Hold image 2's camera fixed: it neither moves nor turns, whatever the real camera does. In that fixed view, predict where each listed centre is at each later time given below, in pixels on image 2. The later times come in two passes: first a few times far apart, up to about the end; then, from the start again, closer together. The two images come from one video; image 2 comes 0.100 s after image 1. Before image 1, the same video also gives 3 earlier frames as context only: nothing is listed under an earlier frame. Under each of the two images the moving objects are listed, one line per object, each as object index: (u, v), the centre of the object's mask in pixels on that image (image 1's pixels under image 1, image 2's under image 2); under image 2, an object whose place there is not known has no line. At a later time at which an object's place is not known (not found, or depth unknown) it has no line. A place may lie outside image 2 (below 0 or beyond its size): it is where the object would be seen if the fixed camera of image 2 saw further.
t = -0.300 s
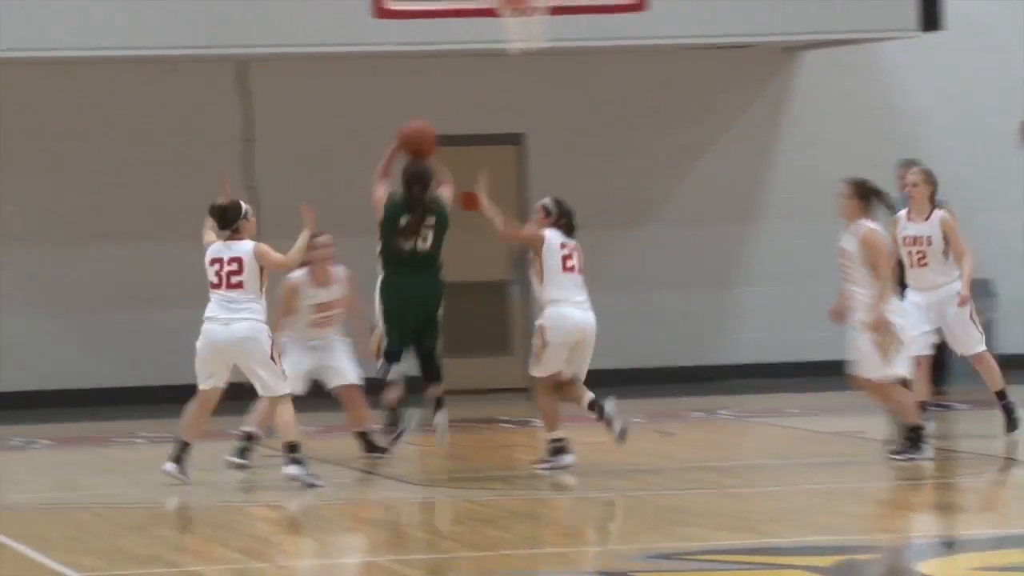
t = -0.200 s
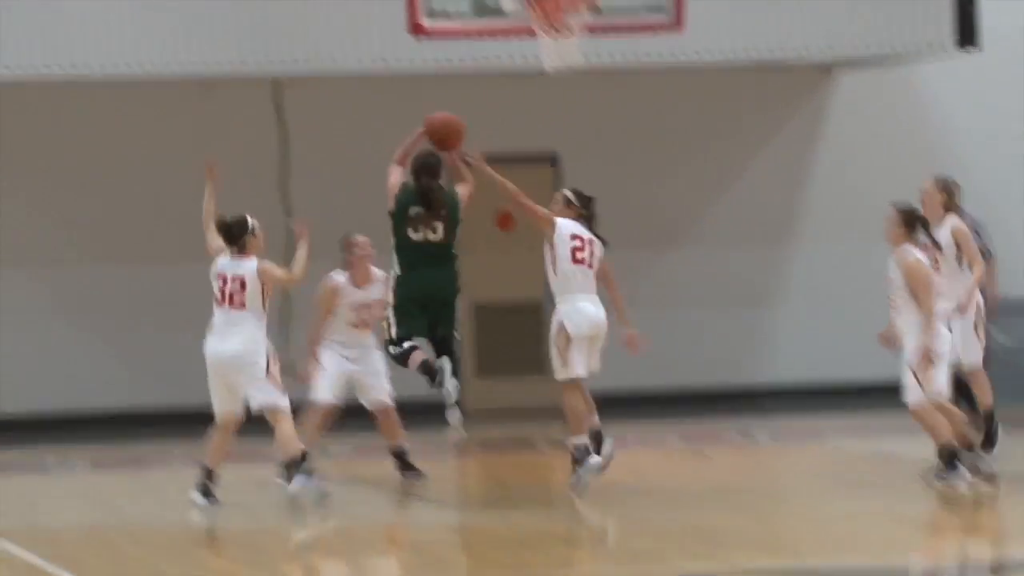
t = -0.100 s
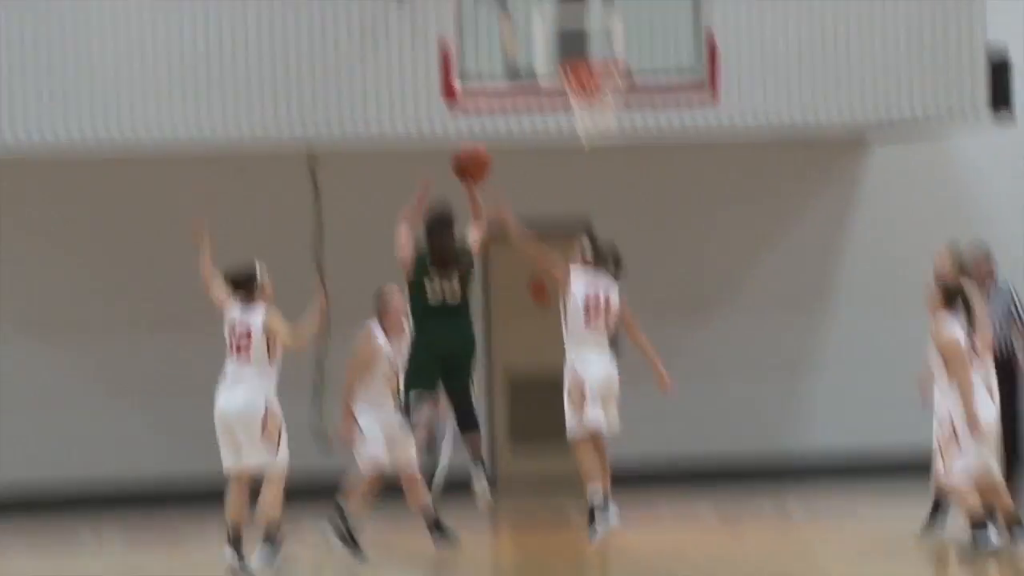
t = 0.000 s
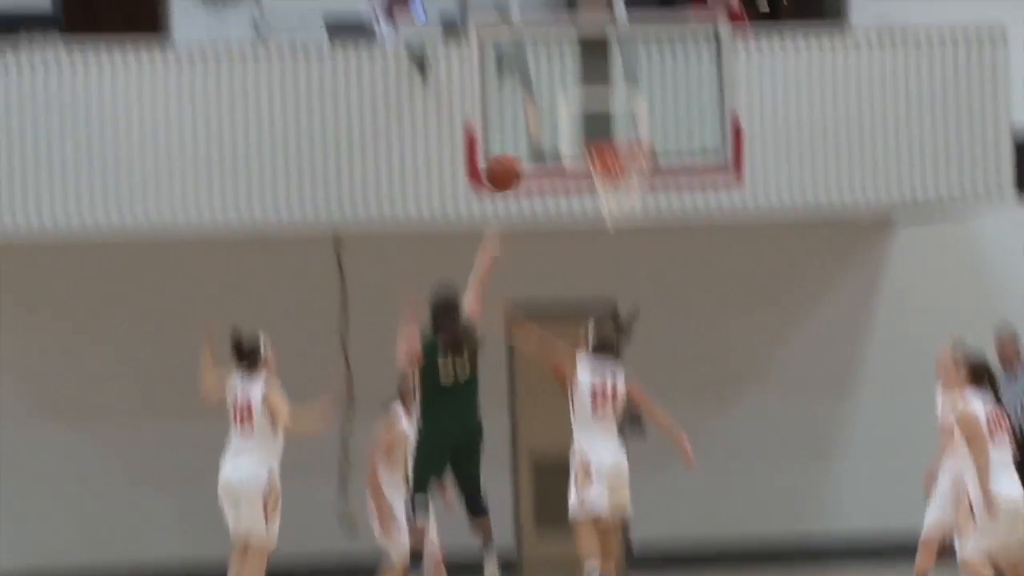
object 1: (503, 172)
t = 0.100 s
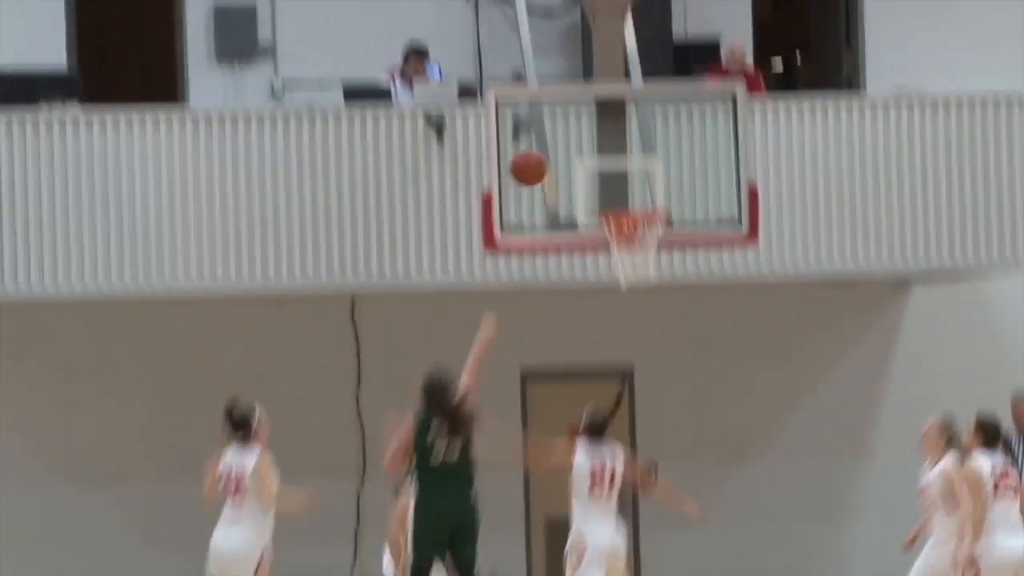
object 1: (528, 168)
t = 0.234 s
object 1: (543, 107)
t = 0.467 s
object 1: (570, 68)
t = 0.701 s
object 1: (600, 112)
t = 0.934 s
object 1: (622, 200)
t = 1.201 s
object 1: (597, 192)
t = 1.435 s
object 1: (578, 273)
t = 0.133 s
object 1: (532, 150)
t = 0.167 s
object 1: (536, 134)
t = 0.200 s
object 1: (539, 120)
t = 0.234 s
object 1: (543, 107)
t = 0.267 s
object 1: (546, 96)
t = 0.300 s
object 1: (550, 88)
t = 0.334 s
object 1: (554, 80)
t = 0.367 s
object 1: (558, 74)
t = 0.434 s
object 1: (566, 68)
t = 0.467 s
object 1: (570, 68)
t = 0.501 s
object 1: (574, 70)
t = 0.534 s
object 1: (578, 72)
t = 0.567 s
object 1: (582, 77)
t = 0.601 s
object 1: (587, 83)
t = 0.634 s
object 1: (590, 91)
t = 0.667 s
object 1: (596, 102)
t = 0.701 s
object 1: (600, 112)
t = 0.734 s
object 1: (604, 125)
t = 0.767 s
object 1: (608, 137)
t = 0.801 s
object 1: (611, 153)
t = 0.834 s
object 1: (617, 171)
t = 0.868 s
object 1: (621, 191)
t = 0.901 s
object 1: (625, 206)
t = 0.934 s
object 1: (622, 200)
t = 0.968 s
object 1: (618, 193)
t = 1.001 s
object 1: (615, 189)
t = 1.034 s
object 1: (612, 186)
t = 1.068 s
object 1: (609, 184)
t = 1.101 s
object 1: (606, 183)
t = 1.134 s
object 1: (603, 184)
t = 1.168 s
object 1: (601, 187)
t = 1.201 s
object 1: (597, 192)
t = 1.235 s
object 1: (595, 198)
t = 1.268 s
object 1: (591, 206)
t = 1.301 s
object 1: (588, 215)
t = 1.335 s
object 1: (587, 227)
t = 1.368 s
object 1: (583, 242)
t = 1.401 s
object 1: (581, 256)
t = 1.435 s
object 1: (578, 273)
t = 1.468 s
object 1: (576, 293)
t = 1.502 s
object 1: (574, 312)
